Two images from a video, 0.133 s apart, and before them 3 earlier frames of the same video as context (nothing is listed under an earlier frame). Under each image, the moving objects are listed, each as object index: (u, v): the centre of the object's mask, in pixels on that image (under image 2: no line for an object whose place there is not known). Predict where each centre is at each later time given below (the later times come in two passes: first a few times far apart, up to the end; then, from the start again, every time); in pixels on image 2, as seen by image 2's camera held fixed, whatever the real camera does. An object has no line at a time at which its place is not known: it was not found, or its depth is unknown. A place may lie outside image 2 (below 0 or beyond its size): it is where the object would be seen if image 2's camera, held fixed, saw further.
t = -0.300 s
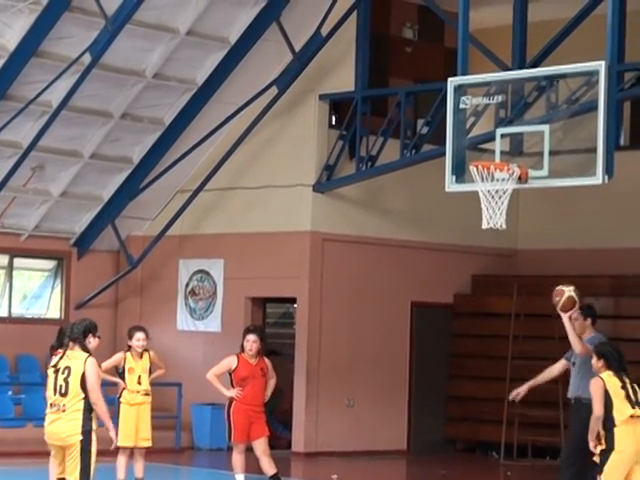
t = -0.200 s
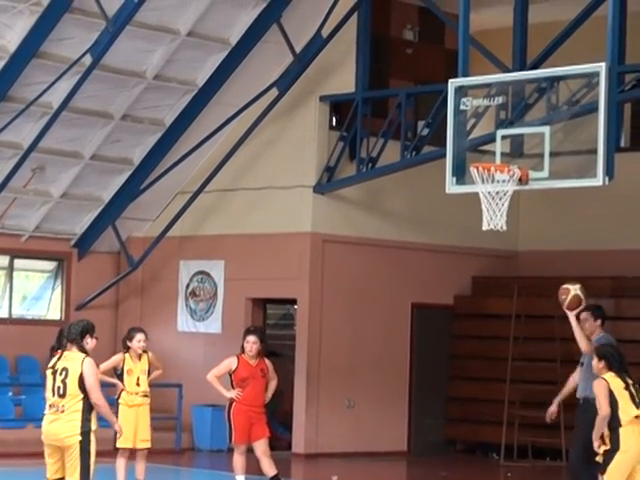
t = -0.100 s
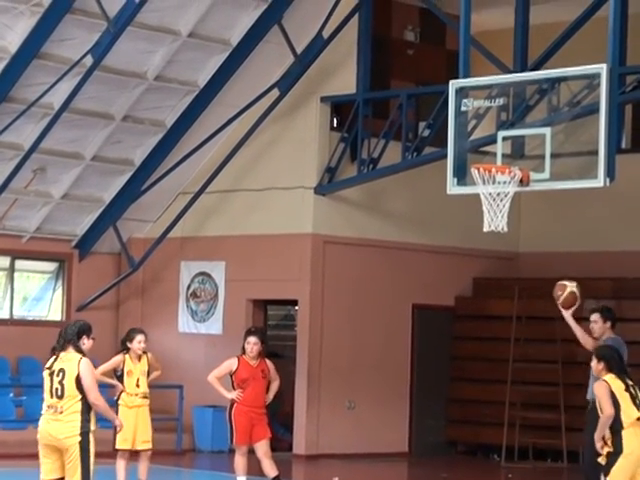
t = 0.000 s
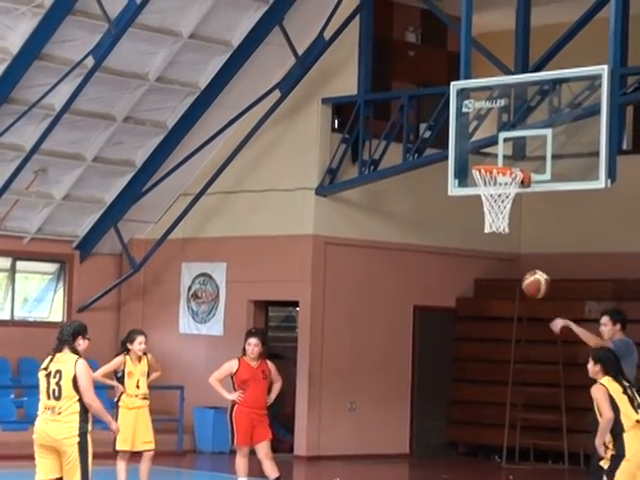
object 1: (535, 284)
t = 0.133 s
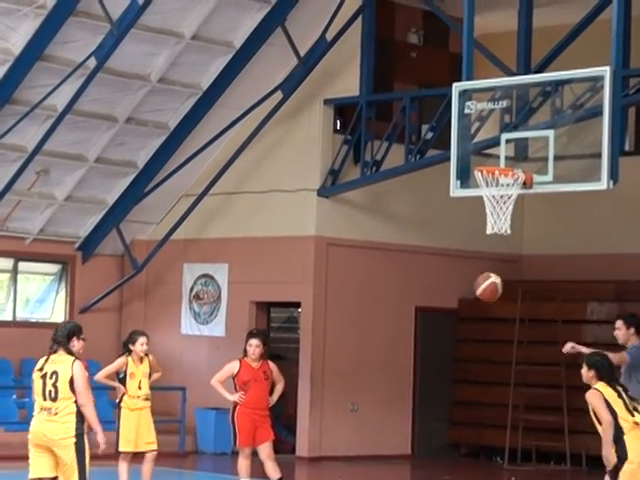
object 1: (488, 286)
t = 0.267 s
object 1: (437, 310)
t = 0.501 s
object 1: (341, 409)
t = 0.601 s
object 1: (297, 470)
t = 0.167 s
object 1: (475, 291)
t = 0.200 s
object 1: (462, 296)
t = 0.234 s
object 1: (449, 302)
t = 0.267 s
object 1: (437, 310)
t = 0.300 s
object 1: (423, 321)
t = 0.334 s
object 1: (410, 331)
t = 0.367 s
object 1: (397, 343)
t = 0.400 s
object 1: (383, 357)
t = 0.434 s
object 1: (369, 372)
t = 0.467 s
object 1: (355, 390)
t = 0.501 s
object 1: (341, 409)
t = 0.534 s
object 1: (327, 429)
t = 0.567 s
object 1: (311, 452)
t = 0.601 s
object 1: (297, 470)
